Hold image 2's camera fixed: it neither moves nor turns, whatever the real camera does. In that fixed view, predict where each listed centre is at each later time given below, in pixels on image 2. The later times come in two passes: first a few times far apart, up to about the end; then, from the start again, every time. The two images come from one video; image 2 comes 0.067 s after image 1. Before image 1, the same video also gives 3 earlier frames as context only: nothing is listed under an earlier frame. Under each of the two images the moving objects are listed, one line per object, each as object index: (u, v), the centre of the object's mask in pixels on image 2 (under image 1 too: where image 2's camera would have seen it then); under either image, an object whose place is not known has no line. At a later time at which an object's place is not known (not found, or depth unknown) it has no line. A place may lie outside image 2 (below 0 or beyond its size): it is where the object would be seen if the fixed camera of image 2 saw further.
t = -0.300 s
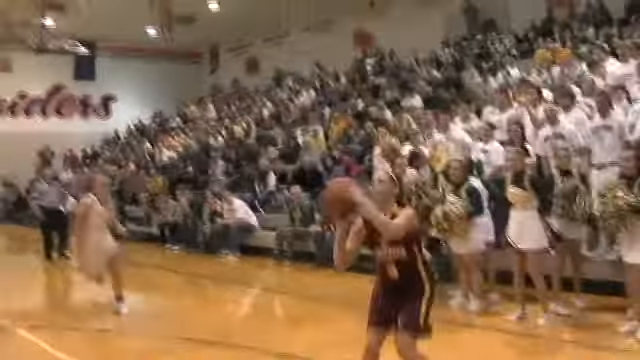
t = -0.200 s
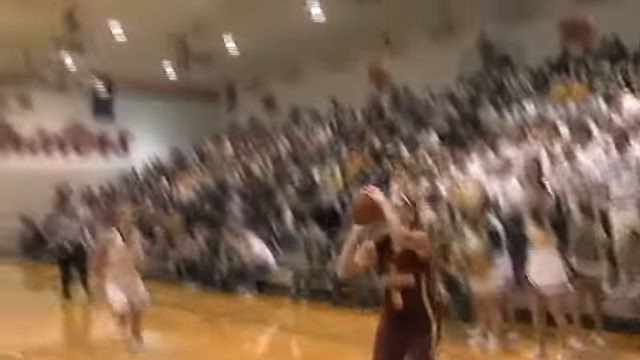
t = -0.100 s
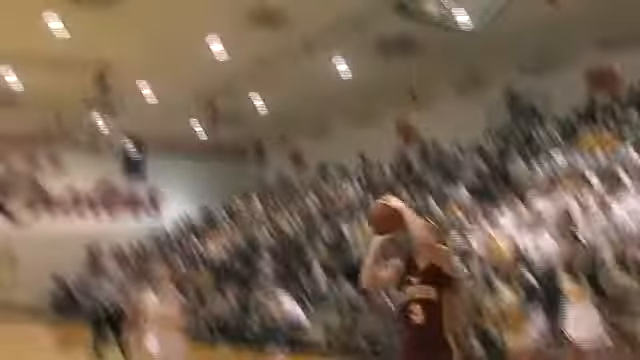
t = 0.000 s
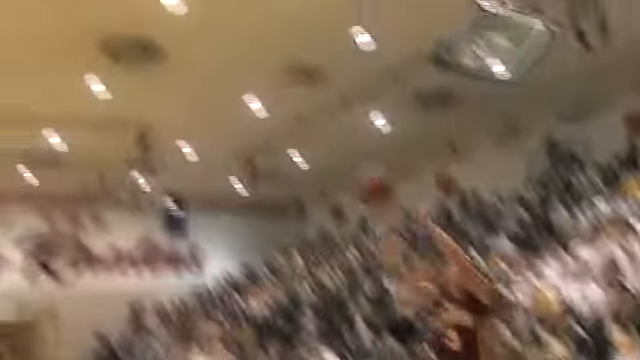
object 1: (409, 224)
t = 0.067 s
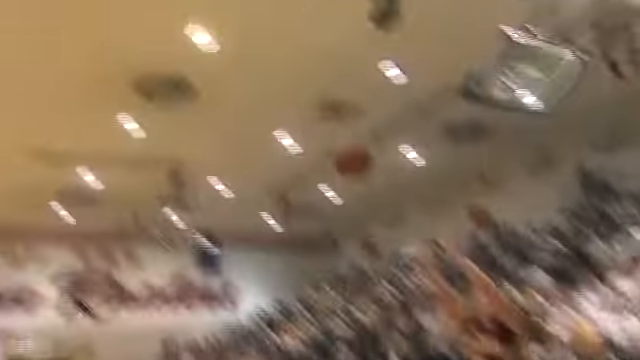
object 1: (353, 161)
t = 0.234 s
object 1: (211, 27)
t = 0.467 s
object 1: (13, -87)
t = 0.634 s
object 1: (-136, -119)
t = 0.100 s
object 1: (325, 132)
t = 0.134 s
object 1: (296, 103)
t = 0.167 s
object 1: (268, 76)
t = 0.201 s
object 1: (240, 52)
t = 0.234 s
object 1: (211, 27)
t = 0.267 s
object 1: (183, 6)
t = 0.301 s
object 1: (155, -14)
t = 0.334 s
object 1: (127, -31)
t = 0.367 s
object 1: (98, -48)
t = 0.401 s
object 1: (71, -63)
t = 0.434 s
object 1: (42, -76)
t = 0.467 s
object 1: (13, -87)
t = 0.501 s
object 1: (-17, -96)
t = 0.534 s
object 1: (-46, -104)
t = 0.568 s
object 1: (-75, -110)
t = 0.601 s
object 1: (-106, -116)
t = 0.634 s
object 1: (-136, -119)
